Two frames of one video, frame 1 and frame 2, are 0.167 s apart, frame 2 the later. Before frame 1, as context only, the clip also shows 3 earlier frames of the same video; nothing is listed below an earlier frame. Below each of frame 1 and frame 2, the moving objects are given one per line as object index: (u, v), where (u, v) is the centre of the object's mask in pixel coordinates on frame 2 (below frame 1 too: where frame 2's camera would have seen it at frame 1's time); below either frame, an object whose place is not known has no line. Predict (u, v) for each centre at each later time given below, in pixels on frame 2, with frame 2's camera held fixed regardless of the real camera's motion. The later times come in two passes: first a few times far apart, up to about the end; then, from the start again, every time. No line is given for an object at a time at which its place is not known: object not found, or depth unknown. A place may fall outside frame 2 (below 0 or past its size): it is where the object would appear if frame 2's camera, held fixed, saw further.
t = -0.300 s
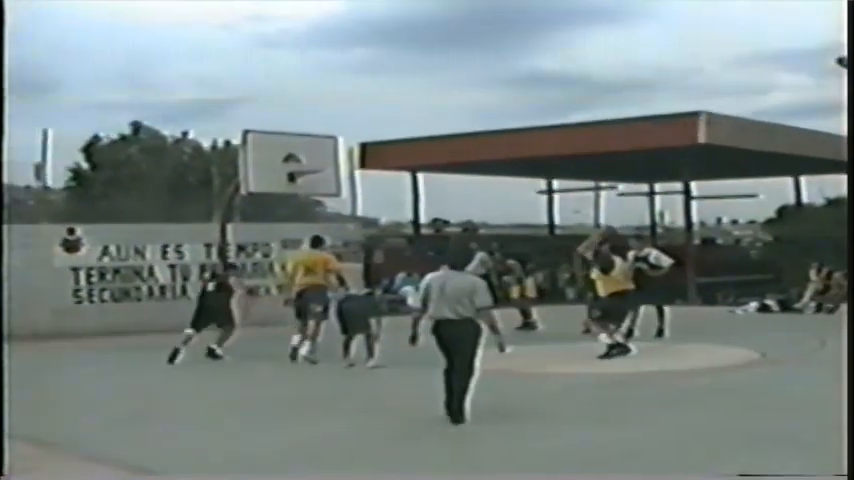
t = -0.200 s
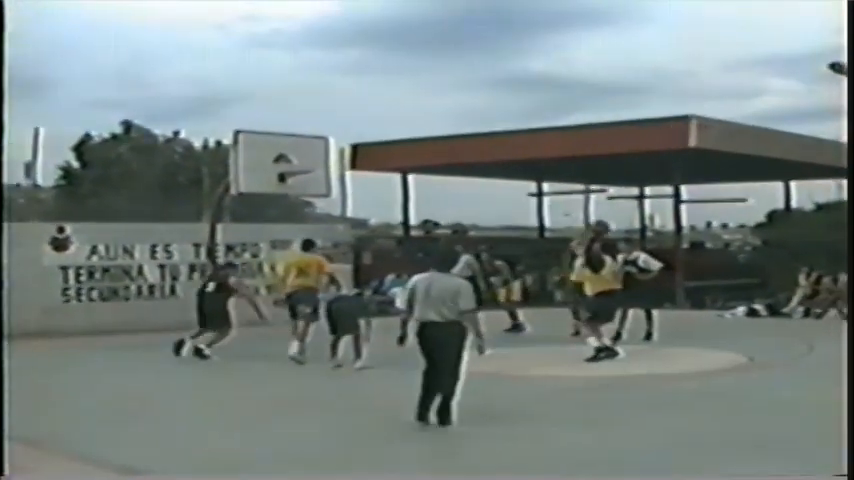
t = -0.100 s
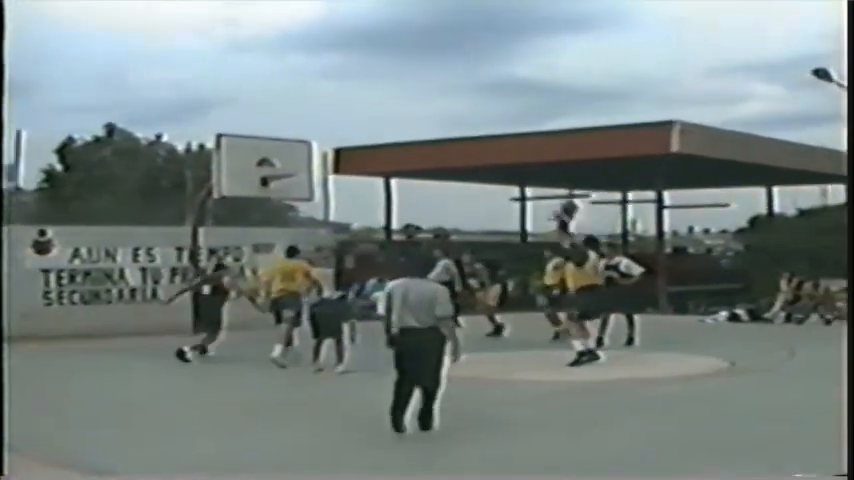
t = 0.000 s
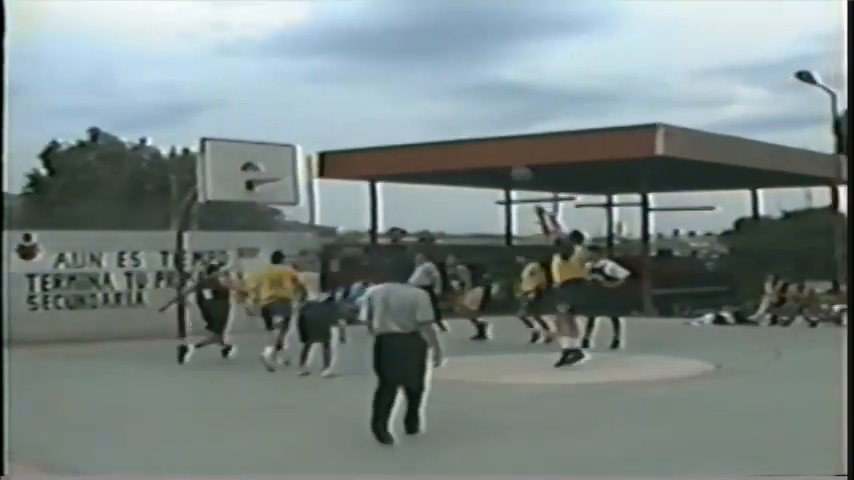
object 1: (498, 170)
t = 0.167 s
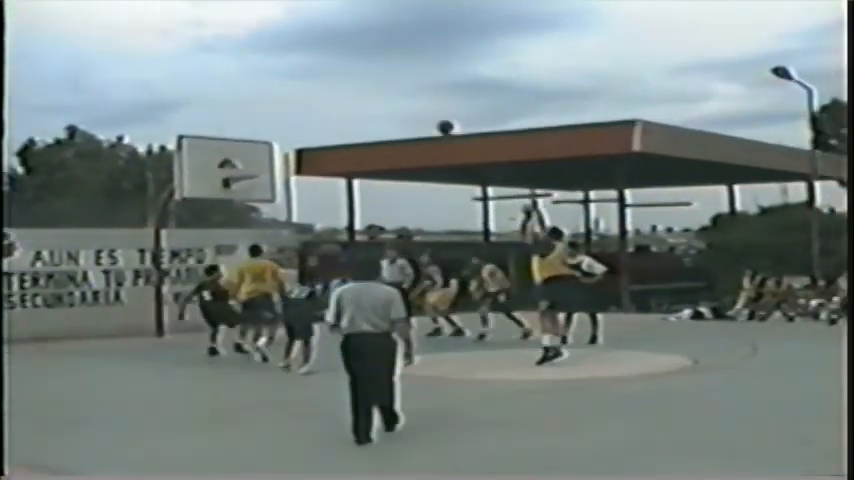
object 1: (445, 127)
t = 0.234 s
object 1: (426, 115)
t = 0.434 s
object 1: (372, 97)
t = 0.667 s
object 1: (316, 105)
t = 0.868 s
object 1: (272, 133)
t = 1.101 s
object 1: (240, 162)
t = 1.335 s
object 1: (263, 129)
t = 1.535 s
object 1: (283, 123)
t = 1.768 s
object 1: (307, 145)
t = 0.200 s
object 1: (435, 121)
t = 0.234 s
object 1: (426, 115)
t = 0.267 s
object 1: (416, 110)
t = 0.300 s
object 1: (407, 106)
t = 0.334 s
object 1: (398, 103)
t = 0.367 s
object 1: (390, 100)
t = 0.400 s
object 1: (381, 98)
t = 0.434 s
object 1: (372, 97)
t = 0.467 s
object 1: (364, 96)
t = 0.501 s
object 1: (356, 96)
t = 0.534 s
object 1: (347, 97)
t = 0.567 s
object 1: (339, 98)
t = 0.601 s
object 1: (331, 100)
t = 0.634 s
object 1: (323, 102)
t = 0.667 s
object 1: (316, 105)
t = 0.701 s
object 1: (308, 108)
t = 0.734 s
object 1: (300, 112)
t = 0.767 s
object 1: (292, 117)
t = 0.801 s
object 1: (285, 122)
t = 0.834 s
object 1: (278, 127)
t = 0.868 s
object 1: (272, 133)
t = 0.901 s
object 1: (264, 139)
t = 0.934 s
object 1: (258, 147)
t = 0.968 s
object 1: (250, 155)
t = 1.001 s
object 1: (244, 162)
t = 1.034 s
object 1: (238, 170)
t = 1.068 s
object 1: (238, 169)
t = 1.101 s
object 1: (240, 162)
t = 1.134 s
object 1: (244, 156)
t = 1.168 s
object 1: (247, 150)
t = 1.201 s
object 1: (251, 145)
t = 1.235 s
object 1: (254, 140)
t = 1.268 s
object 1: (257, 136)
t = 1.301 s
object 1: (260, 132)
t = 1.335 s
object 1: (263, 129)
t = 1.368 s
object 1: (266, 127)
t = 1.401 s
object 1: (269, 125)
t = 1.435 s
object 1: (273, 124)
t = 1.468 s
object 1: (276, 123)
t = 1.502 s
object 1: (279, 123)
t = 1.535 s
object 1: (283, 123)
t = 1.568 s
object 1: (287, 124)
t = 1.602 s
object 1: (290, 126)
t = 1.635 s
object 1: (294, 128)
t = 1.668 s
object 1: (298, 131)
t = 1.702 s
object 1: (301, 135)
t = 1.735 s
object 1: (305, 139)
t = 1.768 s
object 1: (307, 145)
